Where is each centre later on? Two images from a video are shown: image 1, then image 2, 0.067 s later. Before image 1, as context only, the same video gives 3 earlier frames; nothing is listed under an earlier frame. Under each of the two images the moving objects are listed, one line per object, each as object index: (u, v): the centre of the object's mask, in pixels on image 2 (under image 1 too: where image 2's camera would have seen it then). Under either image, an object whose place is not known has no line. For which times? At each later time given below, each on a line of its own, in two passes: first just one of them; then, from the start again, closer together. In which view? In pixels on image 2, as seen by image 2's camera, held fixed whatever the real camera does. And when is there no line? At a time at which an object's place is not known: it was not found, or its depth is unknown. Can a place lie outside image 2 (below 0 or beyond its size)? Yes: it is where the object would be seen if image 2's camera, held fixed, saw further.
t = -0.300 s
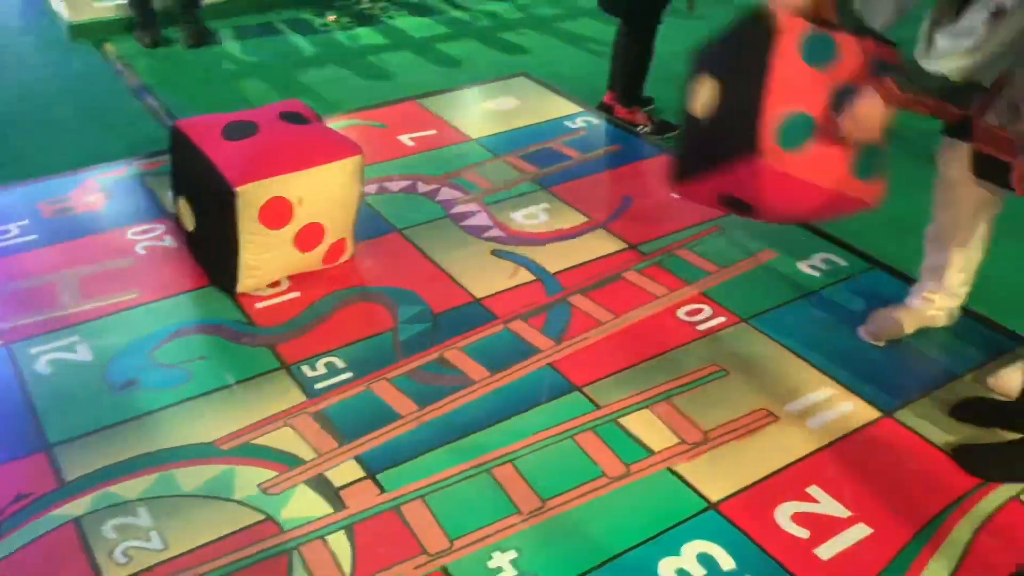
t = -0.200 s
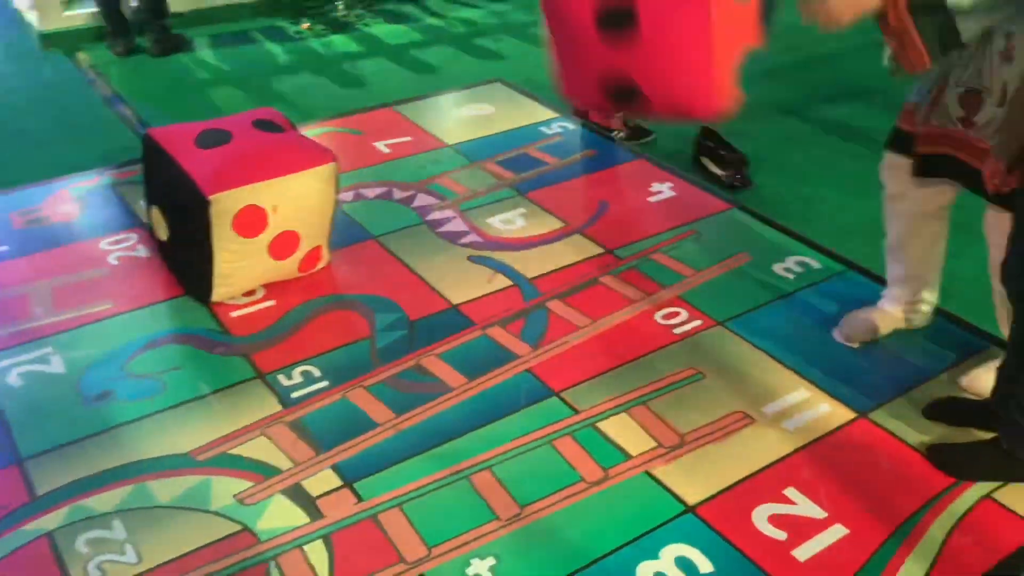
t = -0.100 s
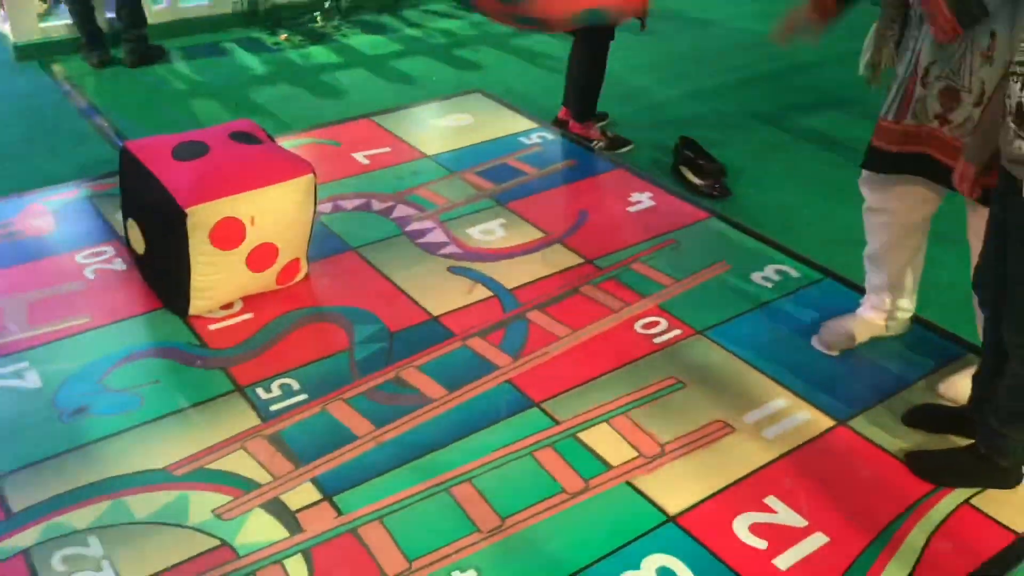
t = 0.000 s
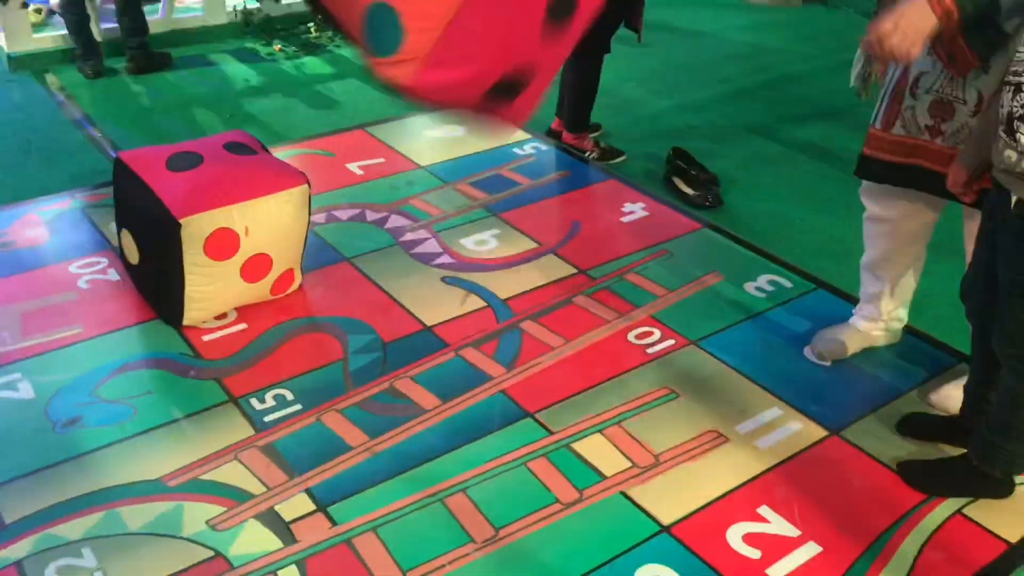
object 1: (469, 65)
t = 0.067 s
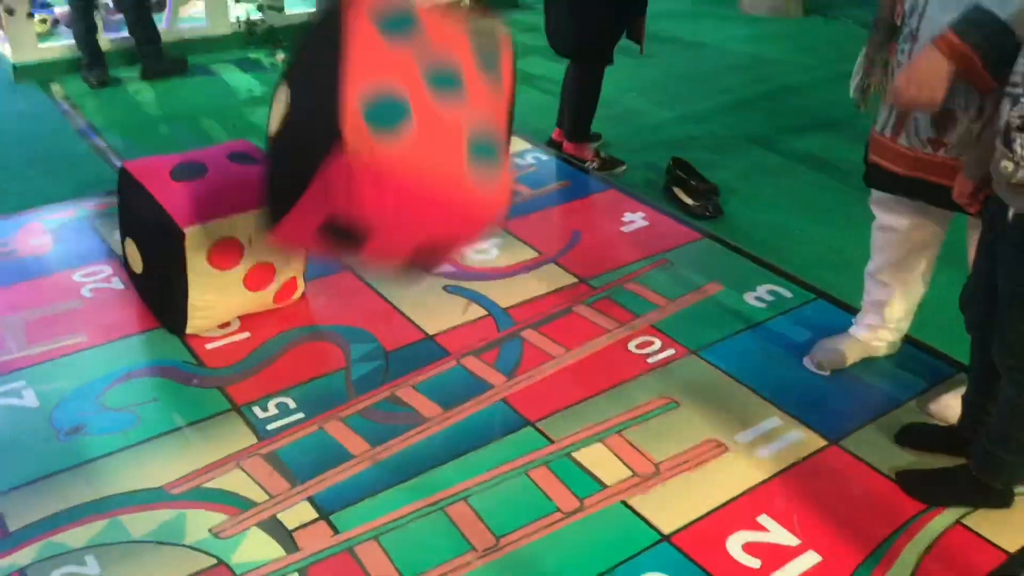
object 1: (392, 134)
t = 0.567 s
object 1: (320, 388)
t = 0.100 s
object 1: (376, 181)
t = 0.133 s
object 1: (347, 294)
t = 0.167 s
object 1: (325, 399)
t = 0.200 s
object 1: (323, 383)
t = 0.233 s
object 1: (324, 379)
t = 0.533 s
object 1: (320, 388)
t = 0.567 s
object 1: (320, 388)
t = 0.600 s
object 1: (321, 388)
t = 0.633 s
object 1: (320, 388)
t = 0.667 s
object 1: (321, 388)
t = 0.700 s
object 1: (321, 388)
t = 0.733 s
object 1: (321, 388)
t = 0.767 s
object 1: (321, 388)
